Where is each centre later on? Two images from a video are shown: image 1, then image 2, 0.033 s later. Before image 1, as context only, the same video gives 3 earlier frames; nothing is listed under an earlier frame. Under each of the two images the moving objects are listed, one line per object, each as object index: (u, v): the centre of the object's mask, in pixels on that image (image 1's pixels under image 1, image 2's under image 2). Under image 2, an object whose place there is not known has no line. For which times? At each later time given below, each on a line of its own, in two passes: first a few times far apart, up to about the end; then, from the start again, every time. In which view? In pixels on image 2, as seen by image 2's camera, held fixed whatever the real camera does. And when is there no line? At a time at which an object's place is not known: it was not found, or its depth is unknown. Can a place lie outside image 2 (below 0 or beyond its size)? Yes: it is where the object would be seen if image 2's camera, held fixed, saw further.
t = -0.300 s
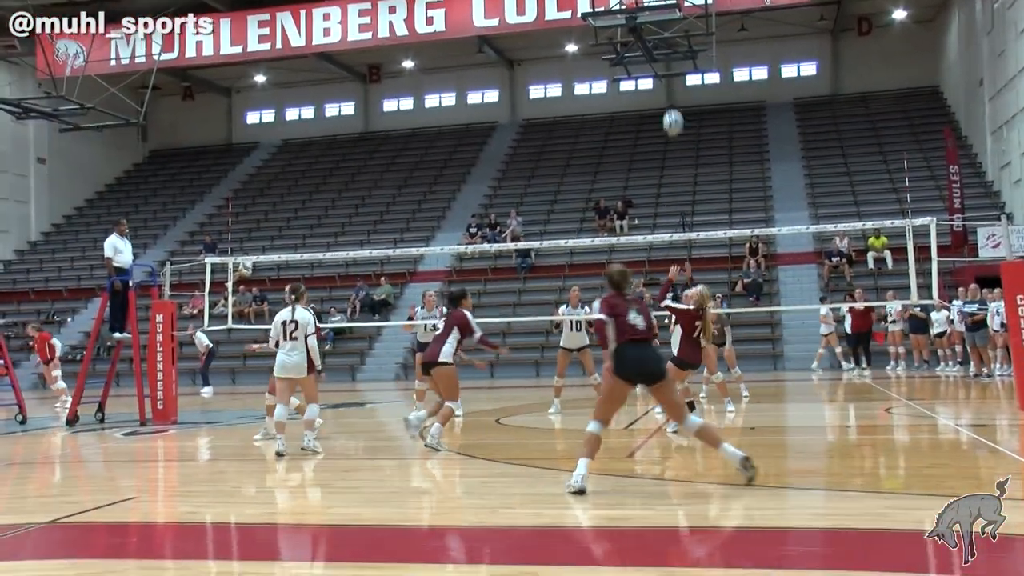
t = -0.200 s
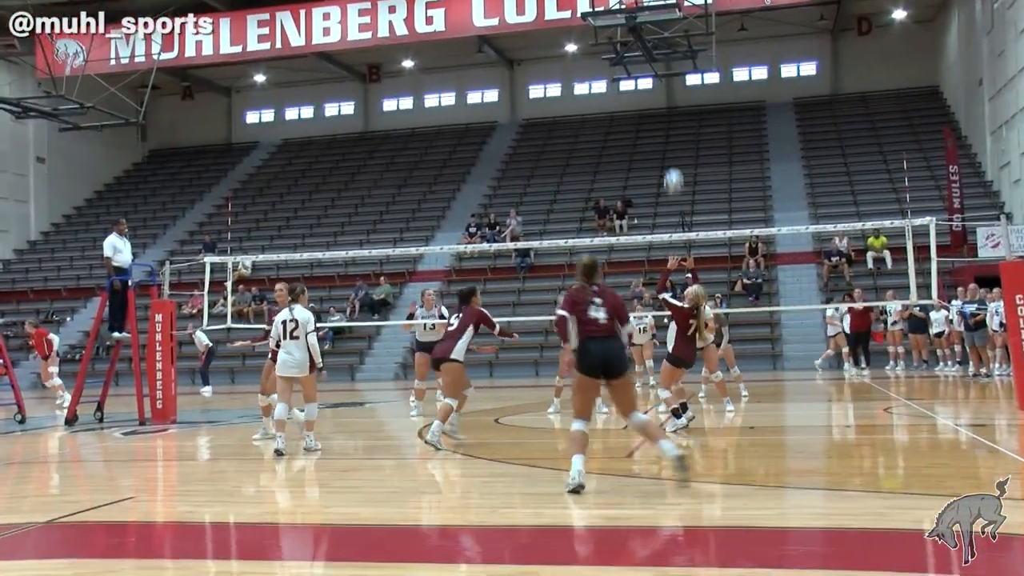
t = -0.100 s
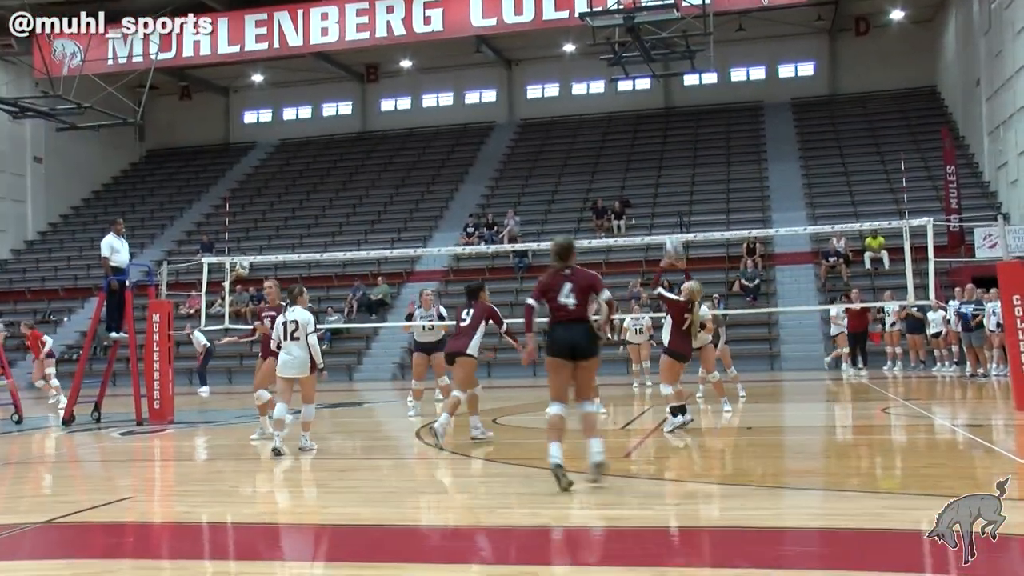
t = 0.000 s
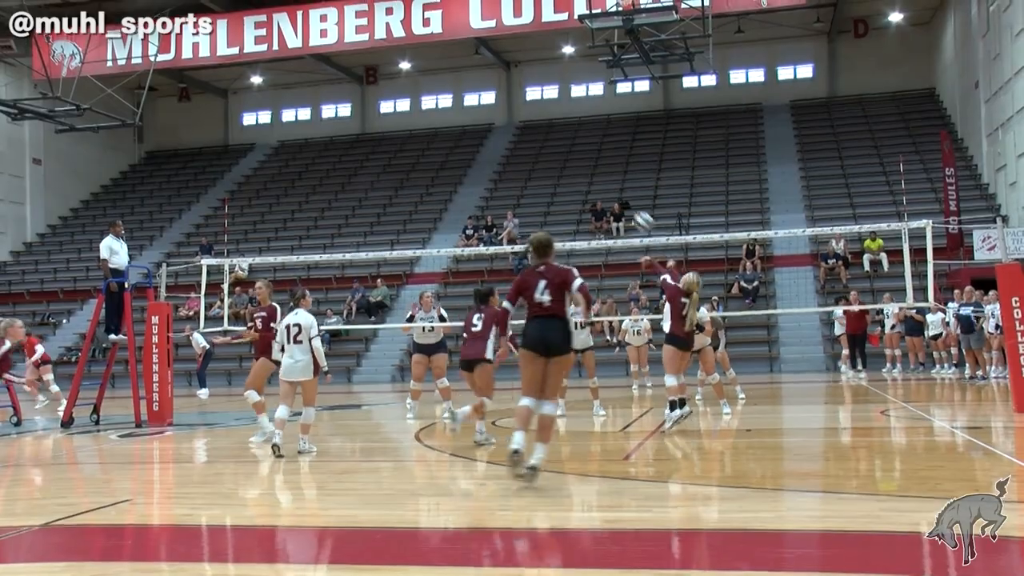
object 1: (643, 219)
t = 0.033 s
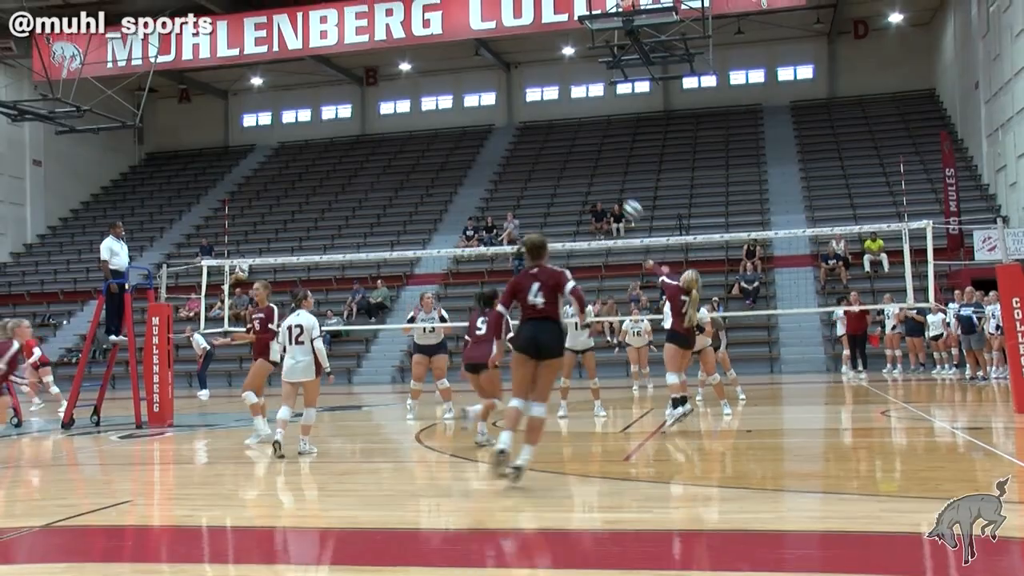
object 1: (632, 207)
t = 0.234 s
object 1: (574, 164)
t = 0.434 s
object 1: (534, 158)
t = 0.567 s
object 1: (512, 169)
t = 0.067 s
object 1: (621, 195)
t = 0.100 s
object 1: (610, 186)
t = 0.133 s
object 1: (601, 179)
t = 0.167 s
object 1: (591, 173)
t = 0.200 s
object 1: (582, 168)
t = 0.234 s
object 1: (574, 164)
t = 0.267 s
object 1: (567, 161)
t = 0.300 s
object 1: (559, 158)
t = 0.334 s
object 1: (552, 158)
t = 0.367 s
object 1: (545, 156)
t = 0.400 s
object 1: (540, 158)
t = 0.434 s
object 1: (534, 158)
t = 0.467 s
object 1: (527, 160)
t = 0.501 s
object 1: (522, 162)
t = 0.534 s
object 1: (517, 165)
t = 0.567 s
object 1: (512, 169)
